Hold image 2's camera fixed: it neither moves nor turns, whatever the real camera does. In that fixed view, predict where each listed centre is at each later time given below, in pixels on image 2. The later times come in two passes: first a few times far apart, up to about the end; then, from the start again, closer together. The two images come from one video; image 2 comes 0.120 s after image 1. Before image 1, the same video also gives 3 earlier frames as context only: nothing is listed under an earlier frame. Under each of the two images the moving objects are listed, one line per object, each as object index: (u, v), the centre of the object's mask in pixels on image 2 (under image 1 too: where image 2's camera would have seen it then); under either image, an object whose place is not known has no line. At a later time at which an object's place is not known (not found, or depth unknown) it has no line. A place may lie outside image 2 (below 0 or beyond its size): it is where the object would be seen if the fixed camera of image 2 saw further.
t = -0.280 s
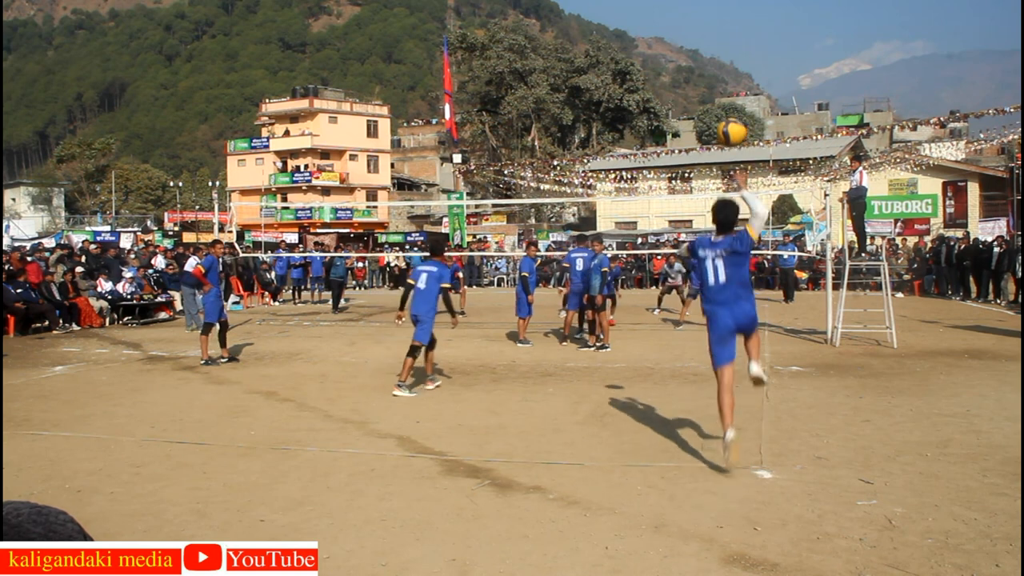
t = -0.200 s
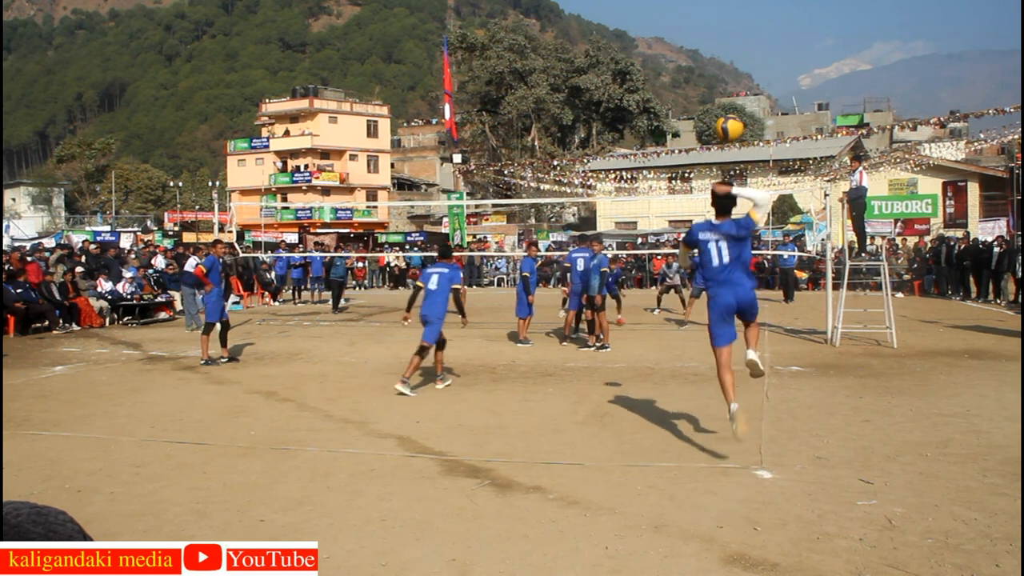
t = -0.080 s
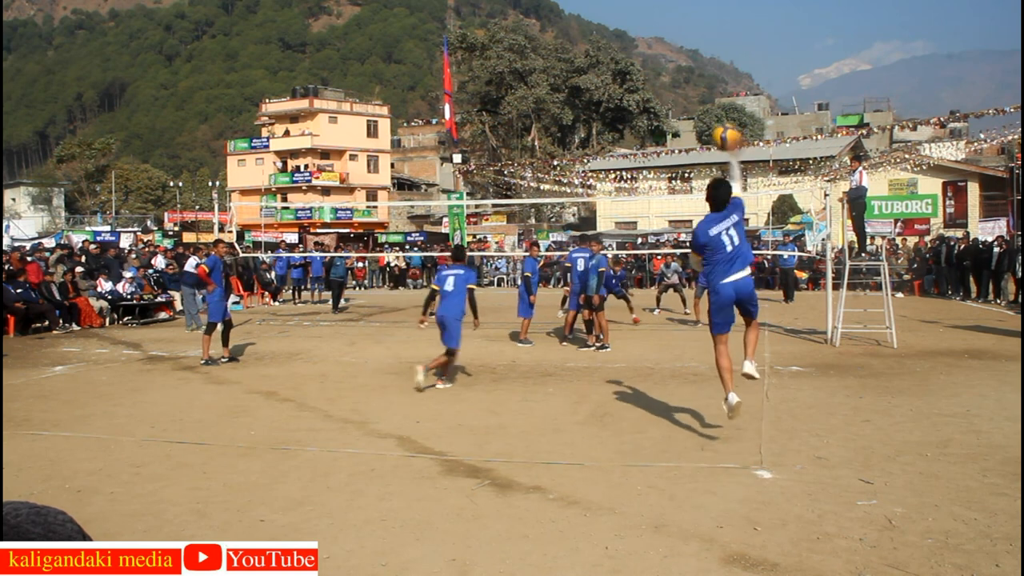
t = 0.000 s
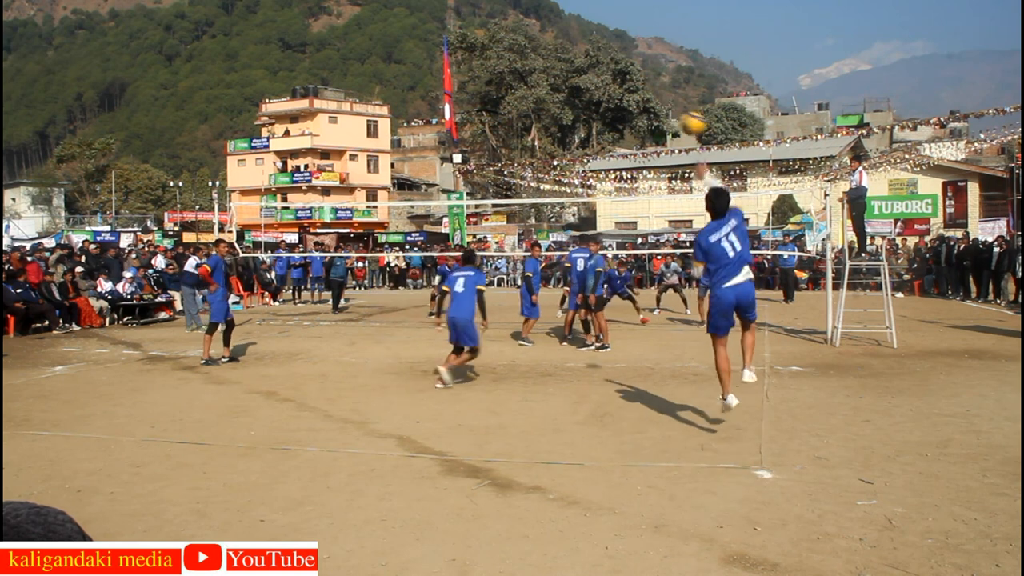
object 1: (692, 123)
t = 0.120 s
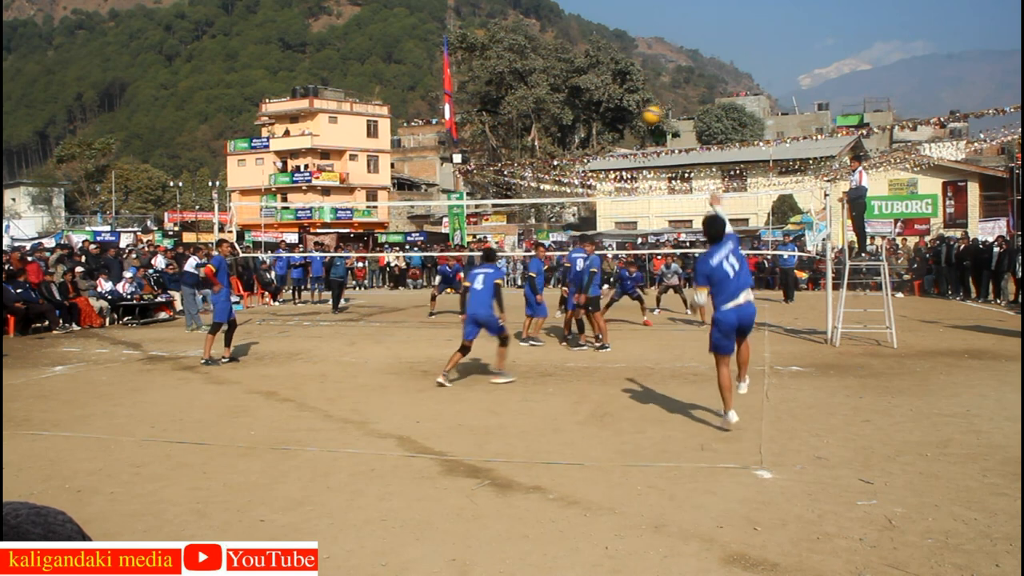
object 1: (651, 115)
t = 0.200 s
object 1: (631, 116)
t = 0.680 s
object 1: (571, 183)
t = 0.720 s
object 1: (572, 190)
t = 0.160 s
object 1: (641, 115)
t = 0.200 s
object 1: (631, 116)
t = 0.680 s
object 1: (571, 183)
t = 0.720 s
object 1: (572, 190)
